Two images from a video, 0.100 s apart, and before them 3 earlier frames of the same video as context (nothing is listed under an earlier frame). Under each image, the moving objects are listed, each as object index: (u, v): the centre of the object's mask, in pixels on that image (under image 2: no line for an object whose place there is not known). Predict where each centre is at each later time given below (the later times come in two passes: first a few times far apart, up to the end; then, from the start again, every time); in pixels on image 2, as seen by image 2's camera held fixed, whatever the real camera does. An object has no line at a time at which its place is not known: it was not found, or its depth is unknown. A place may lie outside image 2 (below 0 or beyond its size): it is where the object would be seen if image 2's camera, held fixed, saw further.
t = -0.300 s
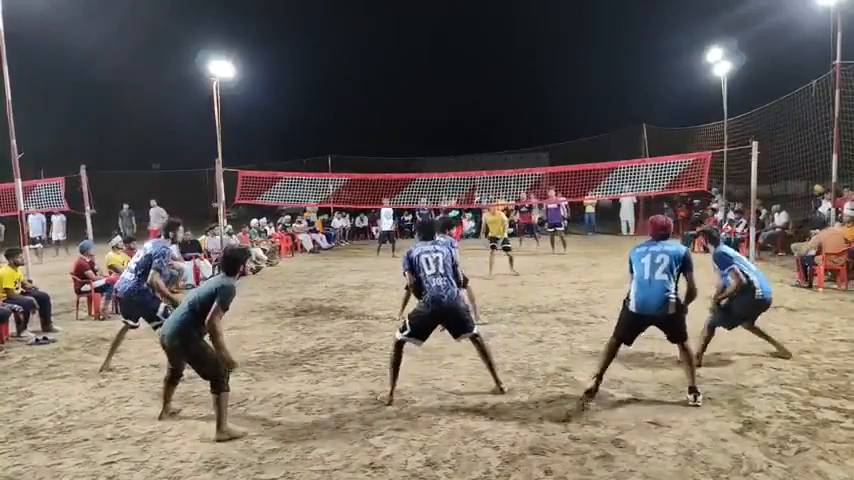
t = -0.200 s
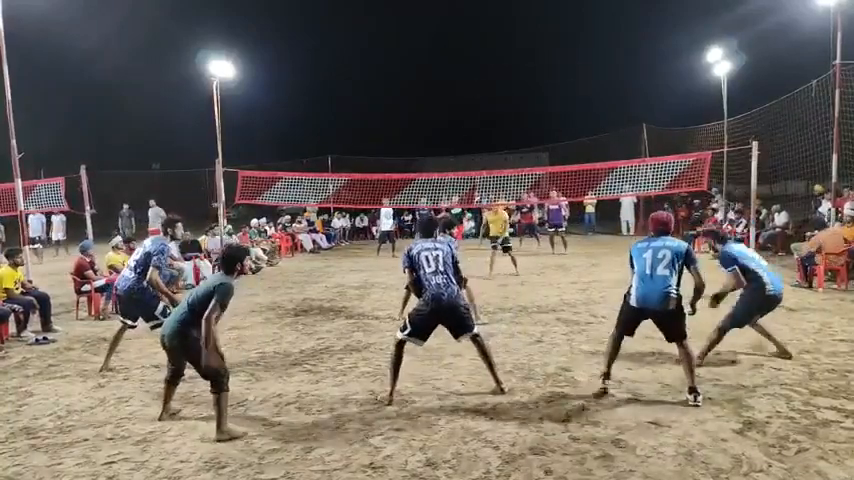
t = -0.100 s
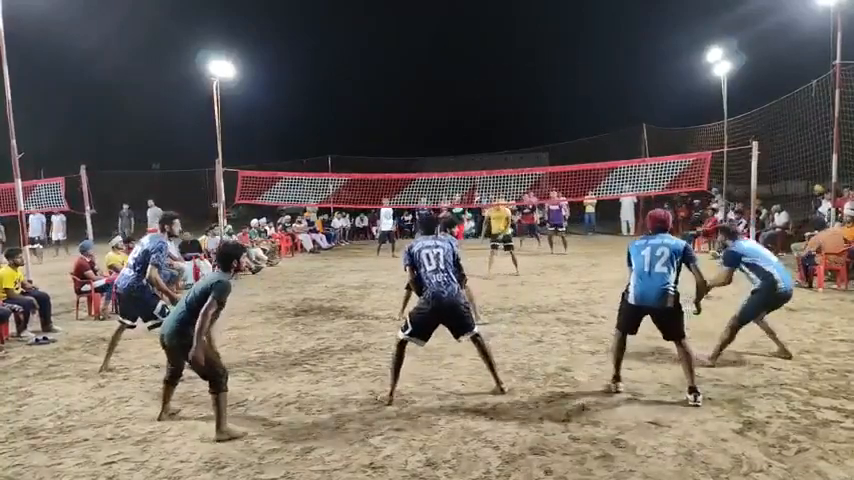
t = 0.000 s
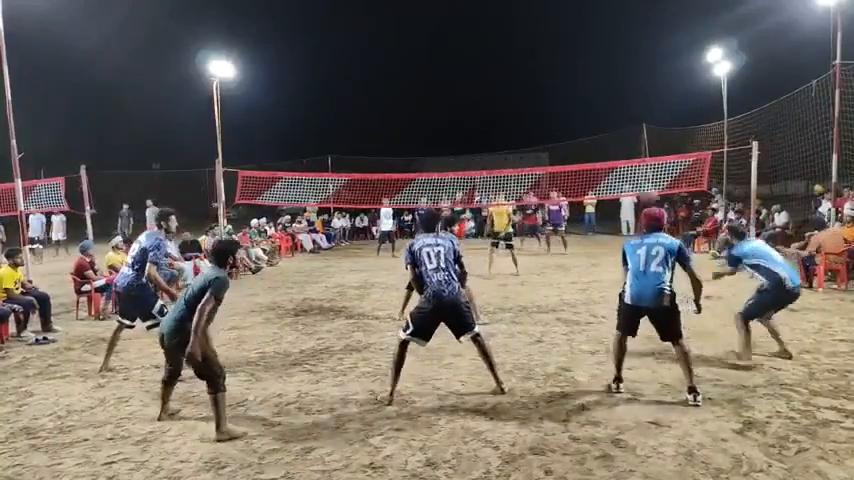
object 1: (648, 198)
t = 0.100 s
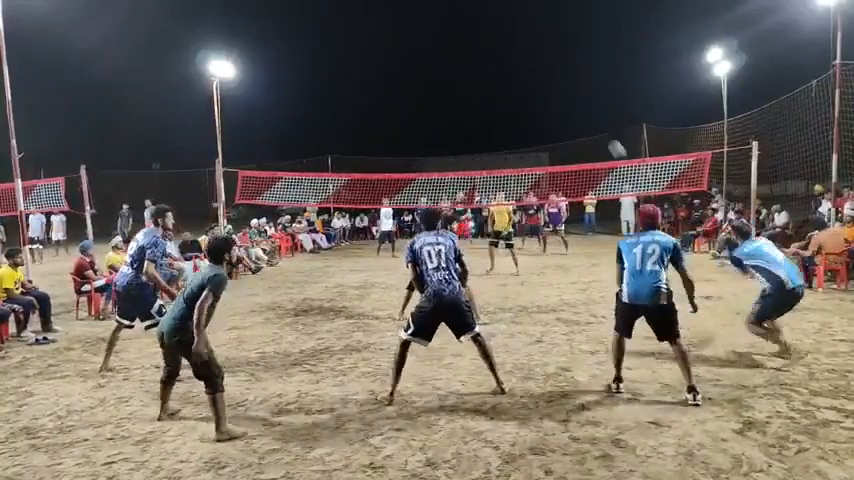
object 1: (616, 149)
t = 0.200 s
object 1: (591, 120)
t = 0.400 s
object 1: (552, 89)
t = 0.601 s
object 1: (523, 85)
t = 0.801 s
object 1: (502, 97)
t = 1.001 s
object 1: (484, 122)
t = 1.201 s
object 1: (471, 155)
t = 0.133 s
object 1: (608, 139)
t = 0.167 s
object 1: (599, 129)
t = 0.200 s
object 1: (591, 120)
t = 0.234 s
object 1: (583, 113)
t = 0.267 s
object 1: (577, 106)
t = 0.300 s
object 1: (570, 101)
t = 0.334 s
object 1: (563, 96)
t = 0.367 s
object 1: (558, 92)
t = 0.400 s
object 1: (552, 89)
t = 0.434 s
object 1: (546, 87)
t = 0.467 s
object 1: (541, 86)
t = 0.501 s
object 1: (536, 84)
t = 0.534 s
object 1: (532, 84)
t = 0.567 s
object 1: (527, 84)
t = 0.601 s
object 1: (523, 85)
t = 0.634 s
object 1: (519, 85)
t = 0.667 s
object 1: (516, 87)
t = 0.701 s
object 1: (512, 89)
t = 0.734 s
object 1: (508, 91)
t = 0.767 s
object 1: (505, 94)
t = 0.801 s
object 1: (502, 97)
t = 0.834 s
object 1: (499, 101)
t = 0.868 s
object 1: (495, 104)
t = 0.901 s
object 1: (492, 109)
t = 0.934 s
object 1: (490, 112)
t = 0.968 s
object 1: (487, 117)
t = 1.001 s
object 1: (484, 122)
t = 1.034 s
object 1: (482, 127)
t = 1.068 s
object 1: (480, 132)
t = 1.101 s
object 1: (478, 138)
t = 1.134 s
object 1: (475, 143)
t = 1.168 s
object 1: (473, 149)
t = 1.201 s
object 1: (471, 155)
